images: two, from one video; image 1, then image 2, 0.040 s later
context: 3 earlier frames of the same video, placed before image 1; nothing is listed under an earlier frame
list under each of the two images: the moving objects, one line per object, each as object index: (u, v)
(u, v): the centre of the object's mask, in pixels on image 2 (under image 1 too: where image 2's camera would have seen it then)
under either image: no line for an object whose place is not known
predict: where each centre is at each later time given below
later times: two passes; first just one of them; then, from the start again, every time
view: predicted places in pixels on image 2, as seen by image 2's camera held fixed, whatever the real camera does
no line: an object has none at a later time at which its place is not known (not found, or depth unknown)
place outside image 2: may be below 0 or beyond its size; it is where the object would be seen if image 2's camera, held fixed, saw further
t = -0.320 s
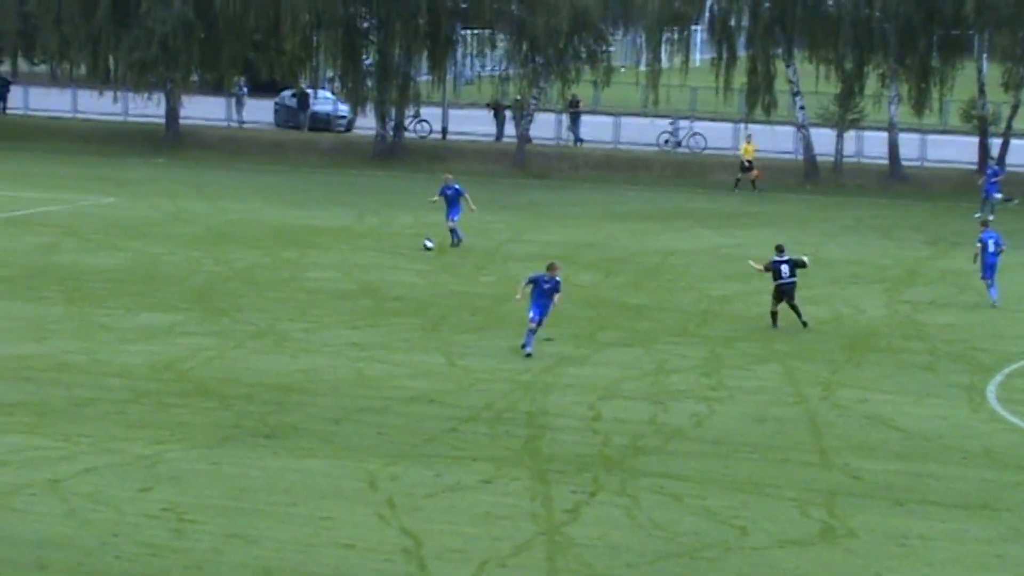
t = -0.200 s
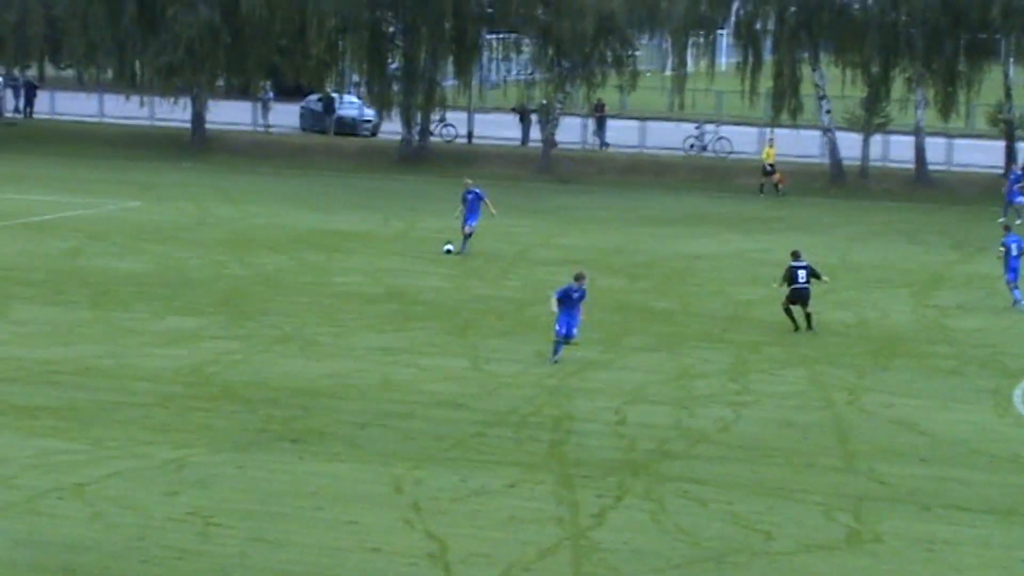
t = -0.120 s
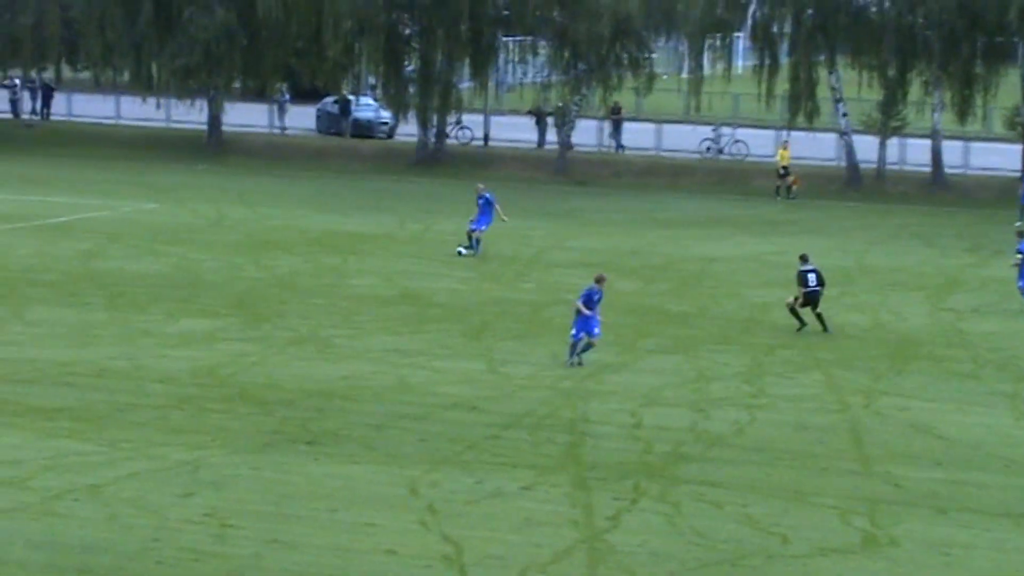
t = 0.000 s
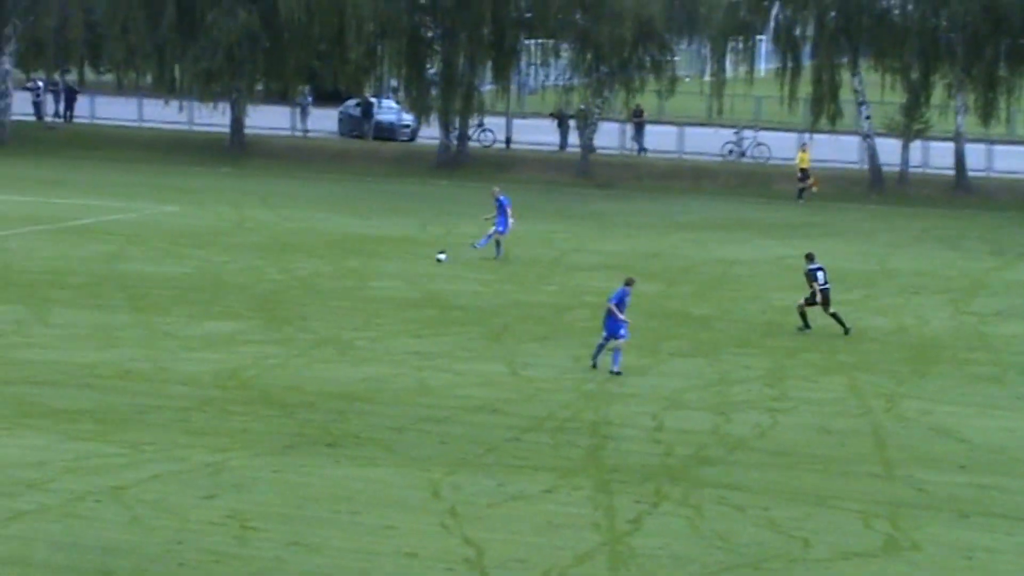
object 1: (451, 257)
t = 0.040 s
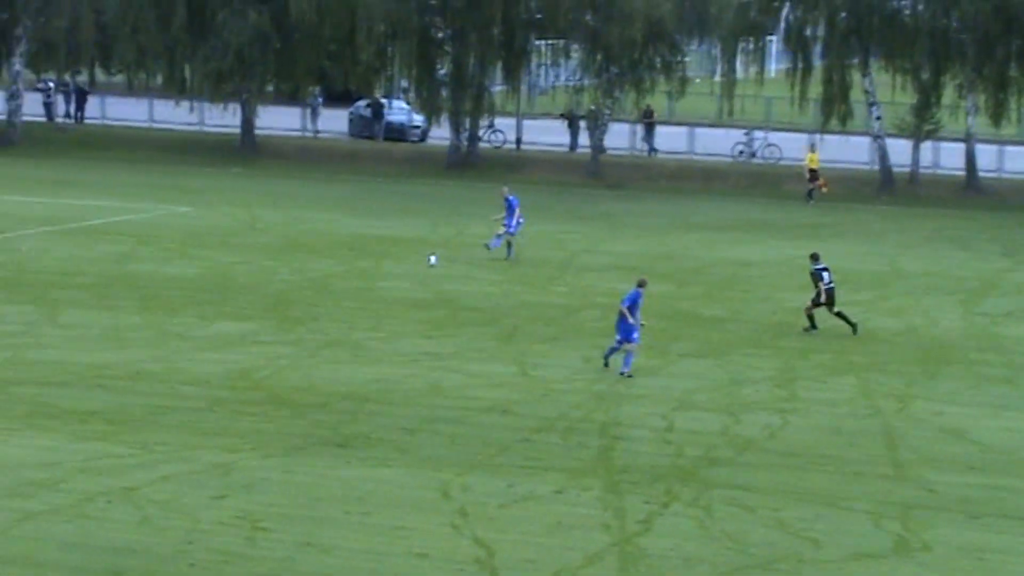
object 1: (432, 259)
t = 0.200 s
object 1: (356, 271)
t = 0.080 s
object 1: (413, 263)
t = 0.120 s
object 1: (394, 267)
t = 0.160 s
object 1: (375, 269)
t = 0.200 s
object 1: (356, 271)
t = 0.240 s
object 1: (336, 272)
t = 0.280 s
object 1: (317, 274)
